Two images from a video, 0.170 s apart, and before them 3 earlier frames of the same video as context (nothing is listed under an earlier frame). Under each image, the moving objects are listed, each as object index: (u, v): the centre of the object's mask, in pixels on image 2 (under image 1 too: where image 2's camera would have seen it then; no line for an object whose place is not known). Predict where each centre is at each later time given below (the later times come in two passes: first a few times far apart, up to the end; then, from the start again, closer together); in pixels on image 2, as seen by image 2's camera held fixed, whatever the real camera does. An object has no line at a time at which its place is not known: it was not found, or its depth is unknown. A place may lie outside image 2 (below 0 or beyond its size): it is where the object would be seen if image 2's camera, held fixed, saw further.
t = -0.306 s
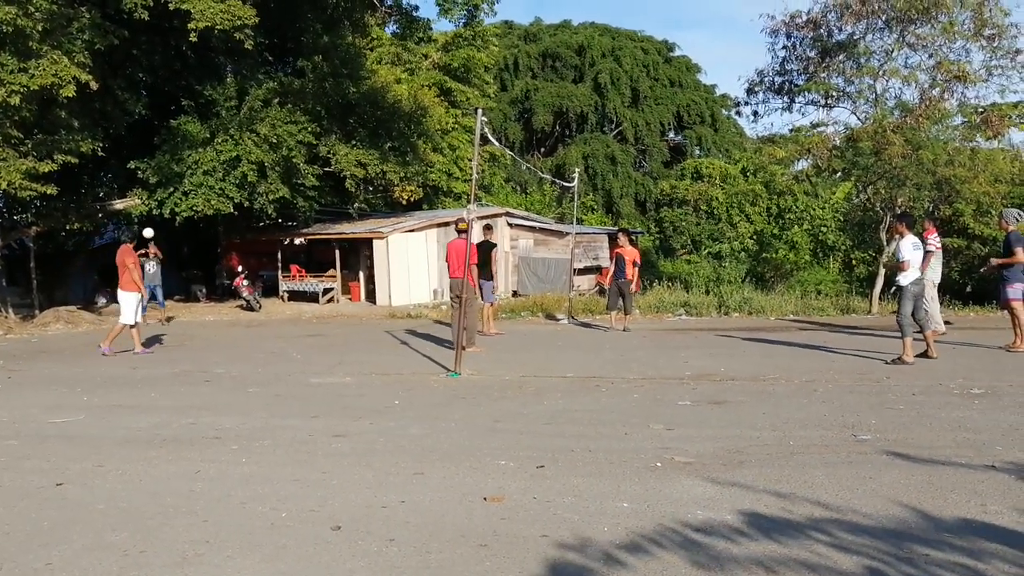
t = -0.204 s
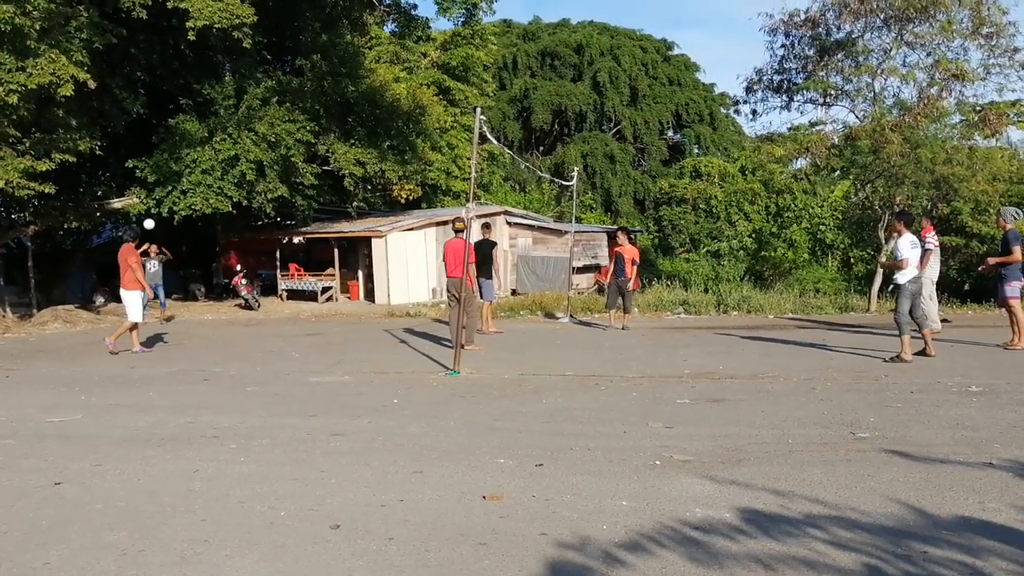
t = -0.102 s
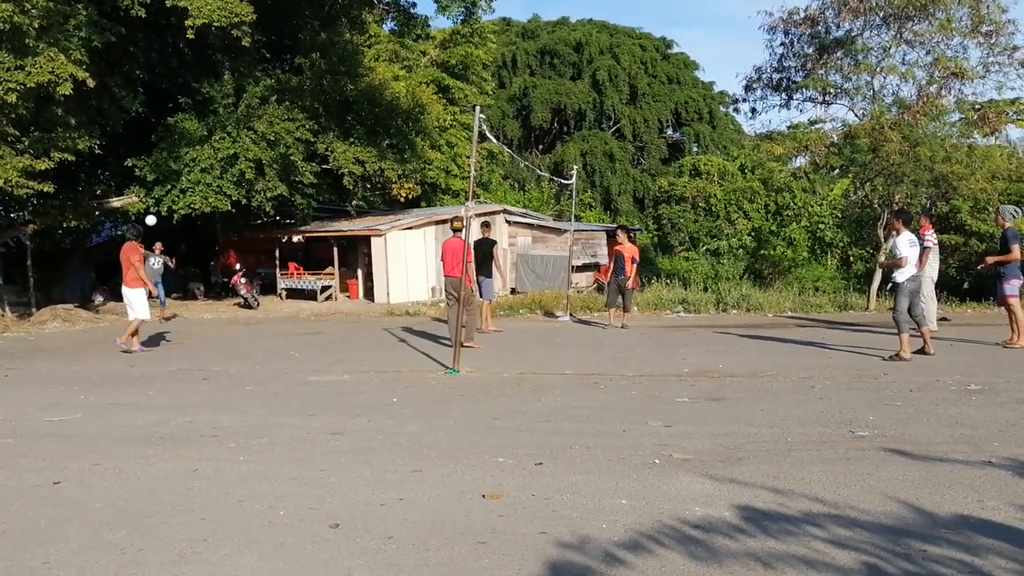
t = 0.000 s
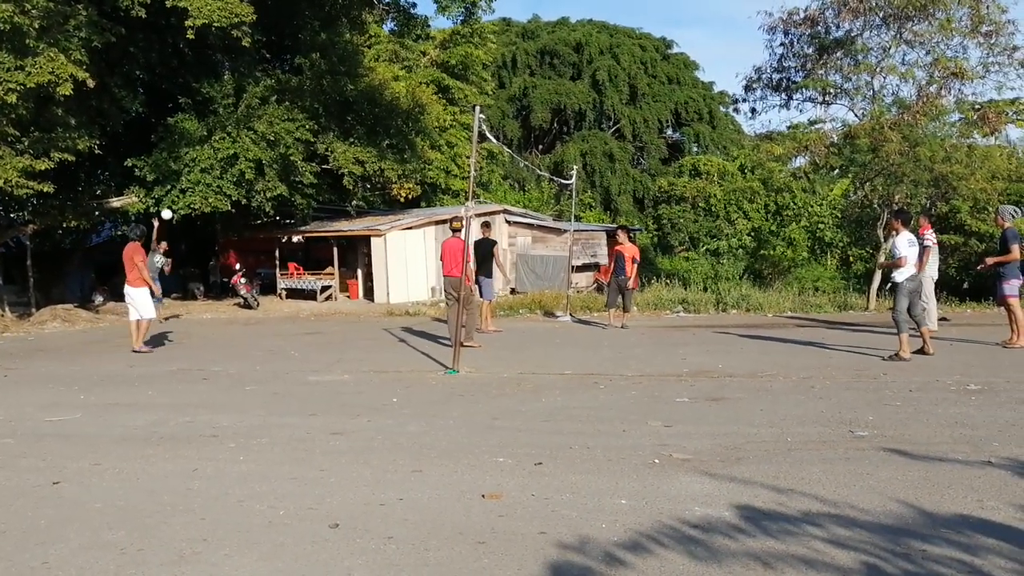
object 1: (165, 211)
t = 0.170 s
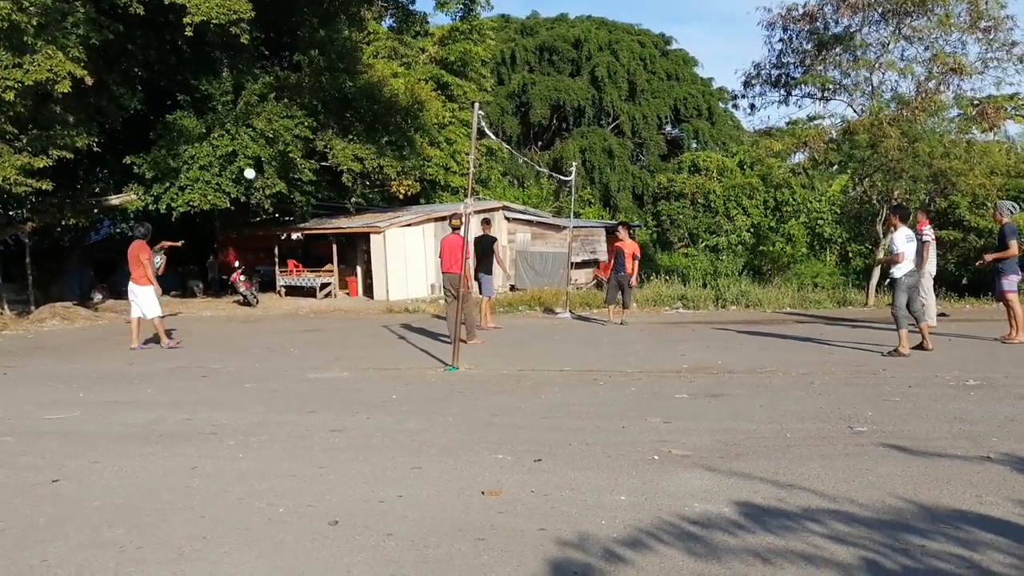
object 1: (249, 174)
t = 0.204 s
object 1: (266, 167)
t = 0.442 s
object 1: (389, 140)
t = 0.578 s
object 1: (462, 140)
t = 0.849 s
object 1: (614, 172)
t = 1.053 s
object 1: (736, 226)
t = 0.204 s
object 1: (266, 167)
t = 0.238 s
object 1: (284, 161)
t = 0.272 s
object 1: (300, 156)
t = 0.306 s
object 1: (319, 152)
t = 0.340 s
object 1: (336, 147)
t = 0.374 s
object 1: (354, 144)
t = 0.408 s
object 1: (372, 141)
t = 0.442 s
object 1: (389, 140)
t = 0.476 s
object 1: (407, 138)
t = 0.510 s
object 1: (426, 138)
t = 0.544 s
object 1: (444, 139)
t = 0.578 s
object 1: (462, 140)
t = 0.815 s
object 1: (594, 166)
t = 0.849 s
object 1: (614, 172)
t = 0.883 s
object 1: (634, 179)
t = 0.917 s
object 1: (654, 186)
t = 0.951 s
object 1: (674, 195)
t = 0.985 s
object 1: (695, 204)
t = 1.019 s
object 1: (715, 215)
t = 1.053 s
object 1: (736, 226)
